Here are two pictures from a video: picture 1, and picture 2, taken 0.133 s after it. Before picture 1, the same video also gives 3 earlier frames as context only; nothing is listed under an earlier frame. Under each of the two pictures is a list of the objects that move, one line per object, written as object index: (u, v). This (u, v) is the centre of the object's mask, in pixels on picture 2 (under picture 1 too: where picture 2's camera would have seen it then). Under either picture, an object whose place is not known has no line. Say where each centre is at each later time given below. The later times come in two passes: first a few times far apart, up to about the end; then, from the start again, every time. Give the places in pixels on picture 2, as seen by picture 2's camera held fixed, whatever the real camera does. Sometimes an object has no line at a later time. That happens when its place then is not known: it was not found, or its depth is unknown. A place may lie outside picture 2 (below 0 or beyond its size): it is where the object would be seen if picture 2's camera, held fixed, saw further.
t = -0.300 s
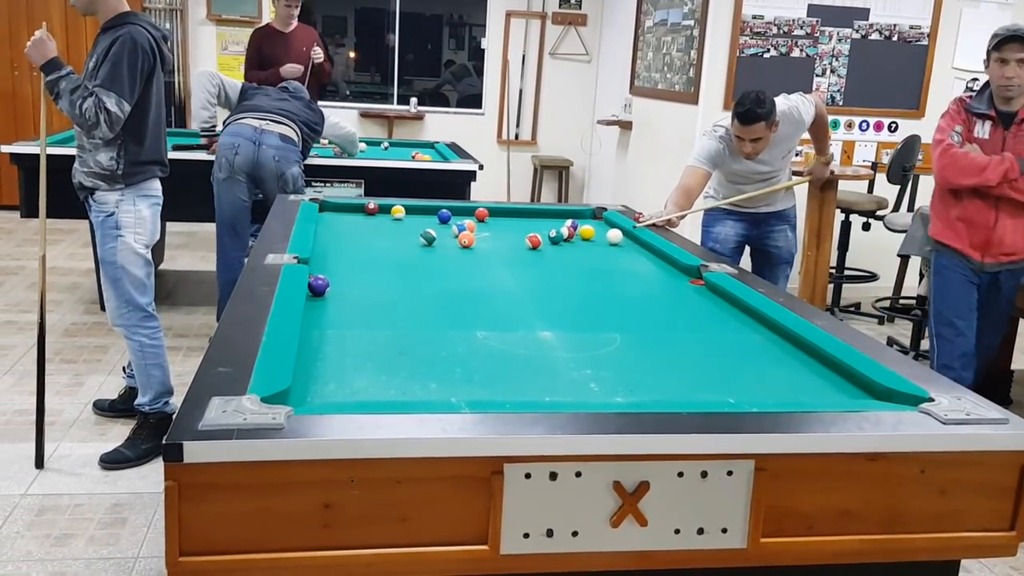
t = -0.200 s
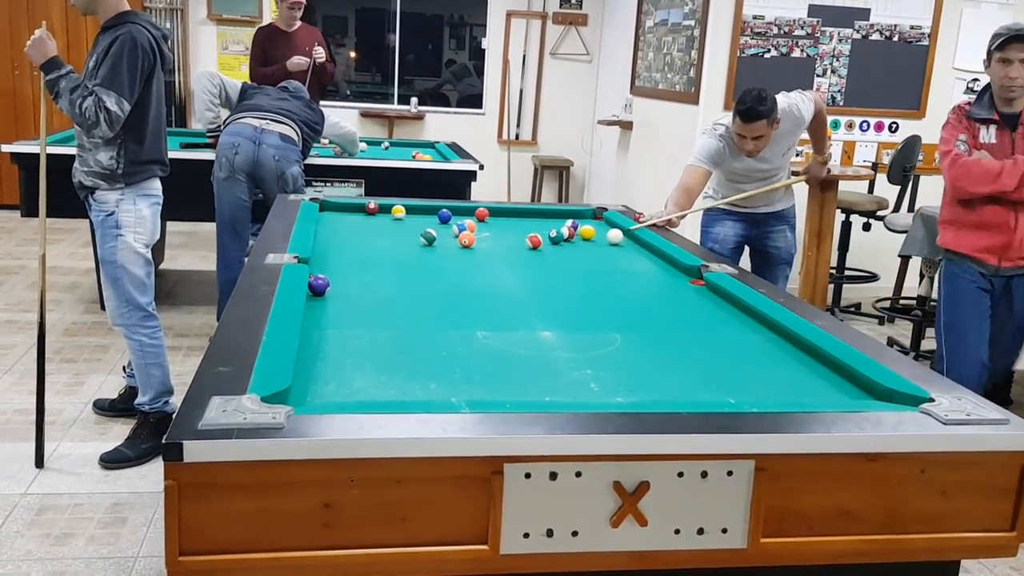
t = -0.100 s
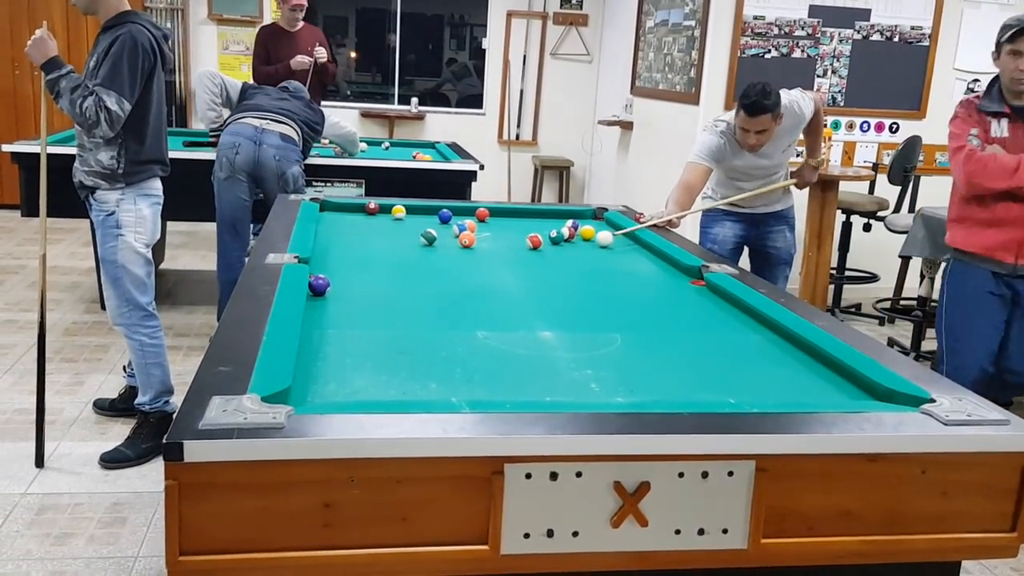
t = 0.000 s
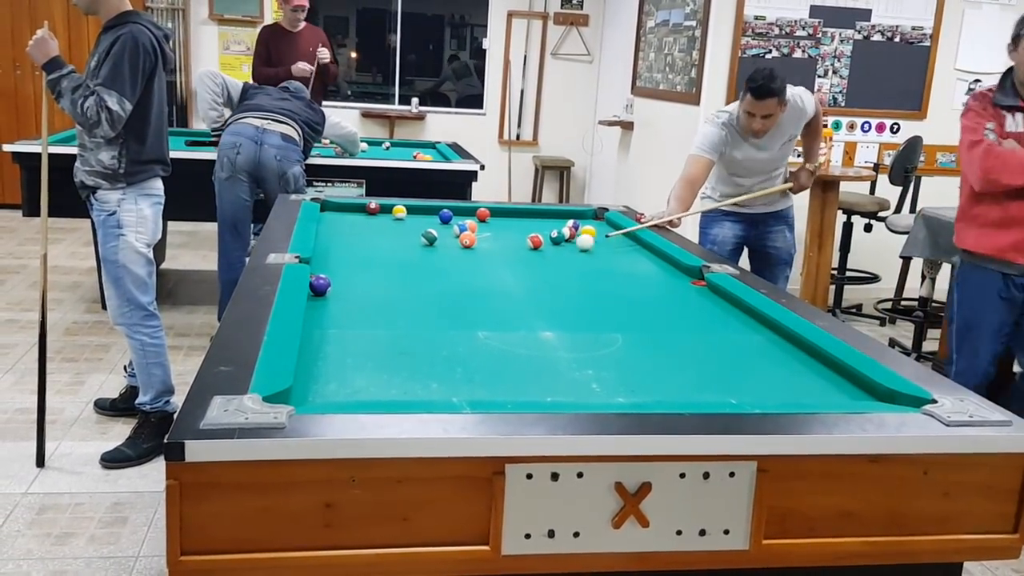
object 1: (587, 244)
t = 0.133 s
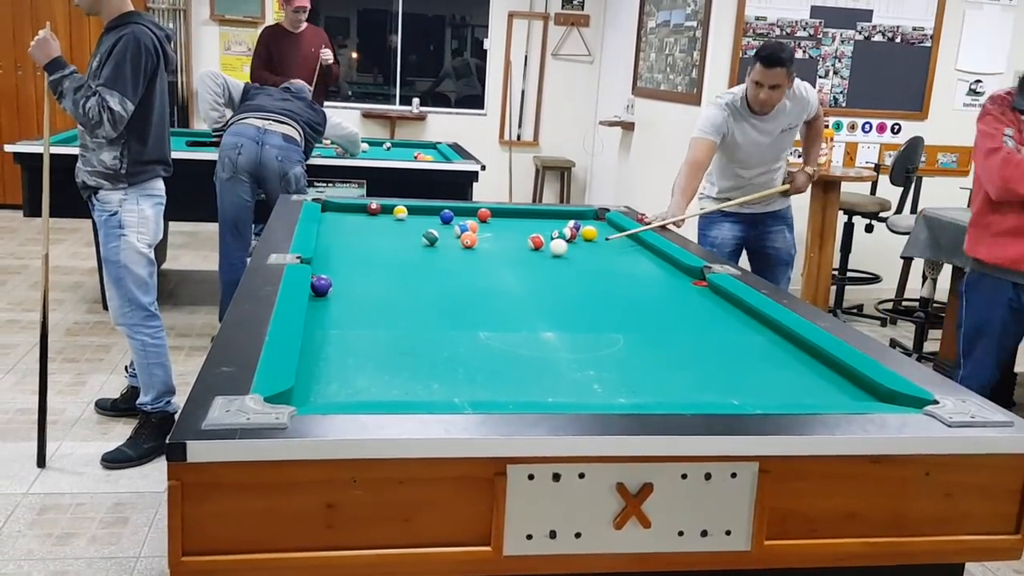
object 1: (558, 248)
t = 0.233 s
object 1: (536, 252)
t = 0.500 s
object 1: (473, 262)
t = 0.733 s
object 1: (411, 273)
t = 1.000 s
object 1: (350, 285)
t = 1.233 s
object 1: (383, 294)
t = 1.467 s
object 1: (412, 304)
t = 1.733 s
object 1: (445, 313)
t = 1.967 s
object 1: (474, 322)
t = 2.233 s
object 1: (505, 332)
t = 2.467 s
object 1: (532, 339)
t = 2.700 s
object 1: (558, 347)
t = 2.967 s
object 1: (584, 355)
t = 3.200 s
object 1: (605, 361)
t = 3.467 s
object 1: (626, 367)
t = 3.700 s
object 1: (641, 372)
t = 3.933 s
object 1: (653, 376)
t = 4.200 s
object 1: (664, 380)
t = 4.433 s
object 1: (669, 382)
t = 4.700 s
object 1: (671, 383)
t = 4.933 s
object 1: (672, 383)
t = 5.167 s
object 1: (672, 383)
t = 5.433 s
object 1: (672, 383)
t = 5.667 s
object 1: (672, 383)
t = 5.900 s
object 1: (672, 383)
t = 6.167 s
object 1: (672, 383)
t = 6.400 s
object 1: (672, 383)
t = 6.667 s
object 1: (672, 383)
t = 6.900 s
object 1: (672, 383)
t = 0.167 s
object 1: (551, 250)
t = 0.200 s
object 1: (543, 250)
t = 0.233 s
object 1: (536, 252)
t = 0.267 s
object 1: (528, 253)
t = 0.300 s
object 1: (521, 254)
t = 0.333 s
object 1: (514, 256)
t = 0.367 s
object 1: (505, 257)
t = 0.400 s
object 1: (498, 258)
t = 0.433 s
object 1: (489, 259)
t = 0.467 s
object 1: (481, 261)
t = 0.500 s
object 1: (473, 262)
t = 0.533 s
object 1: (464, 264)
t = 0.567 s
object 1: (456, 265)
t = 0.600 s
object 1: (447, 267)
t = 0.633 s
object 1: (439, 268)
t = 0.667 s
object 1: (429, 270)
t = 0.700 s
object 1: (420, 271)
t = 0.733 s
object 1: (411, 273)
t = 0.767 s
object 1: (402, 275)
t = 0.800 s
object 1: (392, 276)
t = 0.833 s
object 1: (383, 278)
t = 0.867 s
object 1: (373, 279)
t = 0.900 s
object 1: (363, 281)
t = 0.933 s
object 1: (353, 283)
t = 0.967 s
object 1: (344, 284)
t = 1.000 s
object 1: (350, 285)
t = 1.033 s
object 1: (357, 287)
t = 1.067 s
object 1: (362, 288)
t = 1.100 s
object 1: (366, 289)
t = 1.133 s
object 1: (370, 291)
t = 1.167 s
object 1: (375, 292)
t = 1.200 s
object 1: (379, 293)
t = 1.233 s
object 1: (383, 294)
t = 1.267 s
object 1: (387, 296)
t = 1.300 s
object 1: (391, 297)
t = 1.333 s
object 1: (396, 298)
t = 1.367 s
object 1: (400, 300)
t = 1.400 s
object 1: (404, 301)
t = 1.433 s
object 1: (408, 302)
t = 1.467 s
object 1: (412, 304)
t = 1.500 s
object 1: (416, 305)
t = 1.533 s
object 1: (421, 306)
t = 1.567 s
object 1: (425, 307)
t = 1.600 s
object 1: (429, 309)
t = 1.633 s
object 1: (433, 310)
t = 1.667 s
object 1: (437, 311)
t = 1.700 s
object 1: (441, 312)
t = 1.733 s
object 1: (445, 313)
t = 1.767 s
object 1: (449, 315)
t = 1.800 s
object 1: (454, 316)
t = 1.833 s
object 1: (458, 317)
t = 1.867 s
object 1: (462, 318)
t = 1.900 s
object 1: (466, 320)
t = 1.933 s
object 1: (470, 321)
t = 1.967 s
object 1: (474, 322)
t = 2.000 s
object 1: (478, 323)
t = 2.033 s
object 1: (482, 324)
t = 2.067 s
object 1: (486, 326)
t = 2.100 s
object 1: (490, 327)
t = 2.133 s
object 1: (494, 328)
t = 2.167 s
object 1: (497, 329)
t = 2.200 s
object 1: (502, 330)
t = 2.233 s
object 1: (505, 332)
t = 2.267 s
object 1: (510, 333)
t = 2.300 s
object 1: (513, 334)
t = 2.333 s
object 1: (517, 335)
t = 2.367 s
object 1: (521, 336)
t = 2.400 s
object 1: (525, 337)
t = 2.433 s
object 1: (528, 338)
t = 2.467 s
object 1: (532, 339)
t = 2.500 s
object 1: (536, 341)
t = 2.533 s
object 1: (540, 341)
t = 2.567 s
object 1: (543, 343)
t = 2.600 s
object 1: (547, 344)
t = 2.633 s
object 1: (551, 345)
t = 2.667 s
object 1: (554, 346)
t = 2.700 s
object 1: (558, 347)
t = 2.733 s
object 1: (561, 348)
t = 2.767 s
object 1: (565, 349)
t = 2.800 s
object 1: (568, 350)
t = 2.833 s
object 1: (571, 351)
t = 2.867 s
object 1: (575, 352)
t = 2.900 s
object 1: (578, 353)
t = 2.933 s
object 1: (581, 354)
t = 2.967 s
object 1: (584, 355)
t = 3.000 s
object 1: (587, 356)
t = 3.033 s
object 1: (590, 357)
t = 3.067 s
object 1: (593, 357)
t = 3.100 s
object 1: (596, 358)
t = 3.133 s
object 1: (599, 360)
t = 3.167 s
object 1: (602, 360)
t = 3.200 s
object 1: (605, 361)
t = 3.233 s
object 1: (607, 362)
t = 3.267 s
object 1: (610, 363)
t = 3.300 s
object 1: (613, 364)
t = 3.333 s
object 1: (615, 364)
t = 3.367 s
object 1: (618, 365)
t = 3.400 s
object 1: (621, 366)
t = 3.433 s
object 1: (623, 367)
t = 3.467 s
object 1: (626, 367)
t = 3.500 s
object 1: (628, 368)
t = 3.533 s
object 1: (630, 369)
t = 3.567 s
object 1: (633, 370)
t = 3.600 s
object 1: (635, 370)
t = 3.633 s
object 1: (637, 371)
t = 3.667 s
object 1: (639, 372)
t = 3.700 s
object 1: (641, 372)
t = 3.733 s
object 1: (643, 373)
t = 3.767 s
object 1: (645, 373)
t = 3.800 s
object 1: (646, 374)
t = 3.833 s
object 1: (648, 375)
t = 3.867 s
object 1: (650, 375)
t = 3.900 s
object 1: (652, 376)
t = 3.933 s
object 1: (653, 376)
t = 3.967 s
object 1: (655, 377)
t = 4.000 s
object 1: (656, 377)
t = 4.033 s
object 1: (657, 377)
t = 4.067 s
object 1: (659, 378)
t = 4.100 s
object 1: (660, 378)
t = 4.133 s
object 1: (661, 379)
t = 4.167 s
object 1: (663, 379)
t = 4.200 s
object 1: (664, 380)
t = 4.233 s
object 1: (665, 380)
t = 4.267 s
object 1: (665, 380)
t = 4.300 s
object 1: (666, 381)
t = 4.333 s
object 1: (667, 381)
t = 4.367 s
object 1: (668, 381)
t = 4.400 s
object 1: (668, 382)
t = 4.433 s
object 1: (669, 382)
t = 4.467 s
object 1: (669, 382)
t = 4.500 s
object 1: (670, 382)
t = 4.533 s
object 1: (670, 382)
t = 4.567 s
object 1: (671, 383)
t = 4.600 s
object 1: (671, 383)
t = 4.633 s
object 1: (671, 383)
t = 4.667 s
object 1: (671, 383)
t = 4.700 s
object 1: (671, 383)
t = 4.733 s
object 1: (672, 383)
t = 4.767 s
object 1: (672, 383)
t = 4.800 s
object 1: (672, 383)
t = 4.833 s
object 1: (672, 383)
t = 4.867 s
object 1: (672, 383)
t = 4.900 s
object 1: (672, 383)
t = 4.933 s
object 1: (672, 383)
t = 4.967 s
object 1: (672, 383)
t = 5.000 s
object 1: (672, 383)
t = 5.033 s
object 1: (672, 383)
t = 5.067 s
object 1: (672, 383)
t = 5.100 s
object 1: (672, 383)
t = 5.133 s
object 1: (672, 383)
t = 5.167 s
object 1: (672, 383)
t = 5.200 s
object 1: (672, 383)
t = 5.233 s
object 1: (672, 383)
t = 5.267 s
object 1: (672, 382)
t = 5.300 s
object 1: (672, 383)
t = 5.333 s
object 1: (672, 383)
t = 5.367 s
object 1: (672, 383)
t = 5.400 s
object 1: (672, 382)
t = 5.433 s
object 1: (672, 383)
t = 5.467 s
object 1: (672, 383)
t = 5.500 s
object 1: (672, 383)
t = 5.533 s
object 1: (672, 382)
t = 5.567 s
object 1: (672, 383)
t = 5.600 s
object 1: (672, 383)
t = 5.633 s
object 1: (672, 383)
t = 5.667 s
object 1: (672, 383)
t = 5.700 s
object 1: (672, 383)
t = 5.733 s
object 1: (672, 383)
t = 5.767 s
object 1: (672, 383)
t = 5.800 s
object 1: (672, 383)
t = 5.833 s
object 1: (672, 383)
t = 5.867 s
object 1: (672, 383)
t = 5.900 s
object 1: (672, 383)
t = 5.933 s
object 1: (672, 383)
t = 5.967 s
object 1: (672, 383)
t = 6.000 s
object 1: (672, 383)
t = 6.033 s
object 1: (672, 383)
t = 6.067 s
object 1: (672, 383)
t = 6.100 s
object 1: (672, 383)
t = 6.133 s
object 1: (672, 383)
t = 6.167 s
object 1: (672, 383)
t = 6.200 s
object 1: (672, 383)
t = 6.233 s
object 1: (672, 383)
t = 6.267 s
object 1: (672, 383)
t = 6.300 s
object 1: (672, 383)
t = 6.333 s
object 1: (672, 383)
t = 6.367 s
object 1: (672, 383)
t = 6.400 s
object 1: (672, 383)
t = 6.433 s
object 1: (672, 383)
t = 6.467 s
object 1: (672, 383)
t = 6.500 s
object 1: (672, 383)
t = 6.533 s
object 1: (672, 383)
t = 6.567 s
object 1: (672, 383)
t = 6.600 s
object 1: (672, 383)
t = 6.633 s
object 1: (672, 383)
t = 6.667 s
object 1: (672, 383)
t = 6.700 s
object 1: (672, 383)
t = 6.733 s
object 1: (672, 383)
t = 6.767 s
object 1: (672, 383)
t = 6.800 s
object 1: (672, 383)
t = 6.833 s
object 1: (672, 383)
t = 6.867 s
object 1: (672, 383)
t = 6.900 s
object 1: (672, 383)
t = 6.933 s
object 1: (672, 383)
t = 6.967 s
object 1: (672, 383)
